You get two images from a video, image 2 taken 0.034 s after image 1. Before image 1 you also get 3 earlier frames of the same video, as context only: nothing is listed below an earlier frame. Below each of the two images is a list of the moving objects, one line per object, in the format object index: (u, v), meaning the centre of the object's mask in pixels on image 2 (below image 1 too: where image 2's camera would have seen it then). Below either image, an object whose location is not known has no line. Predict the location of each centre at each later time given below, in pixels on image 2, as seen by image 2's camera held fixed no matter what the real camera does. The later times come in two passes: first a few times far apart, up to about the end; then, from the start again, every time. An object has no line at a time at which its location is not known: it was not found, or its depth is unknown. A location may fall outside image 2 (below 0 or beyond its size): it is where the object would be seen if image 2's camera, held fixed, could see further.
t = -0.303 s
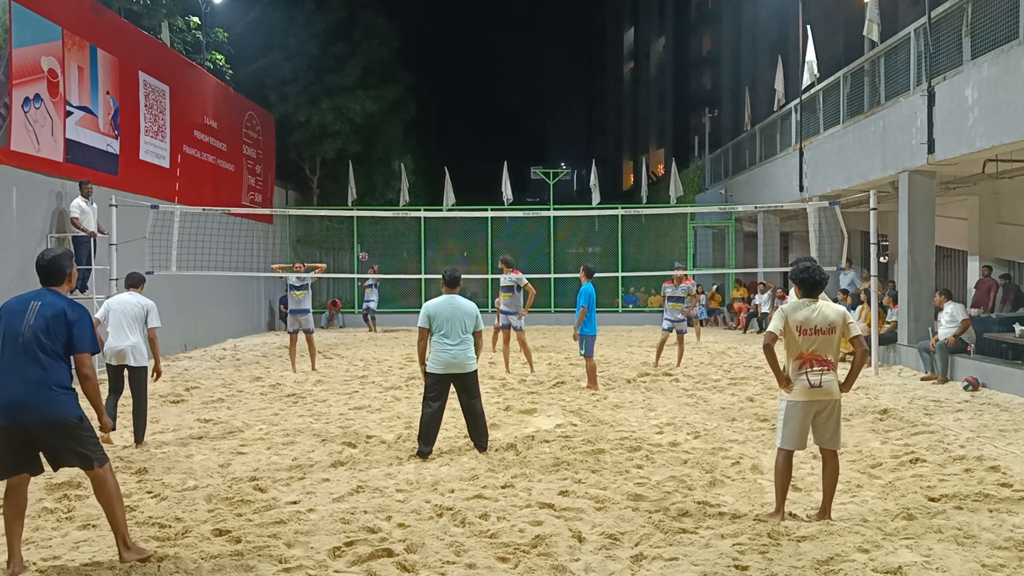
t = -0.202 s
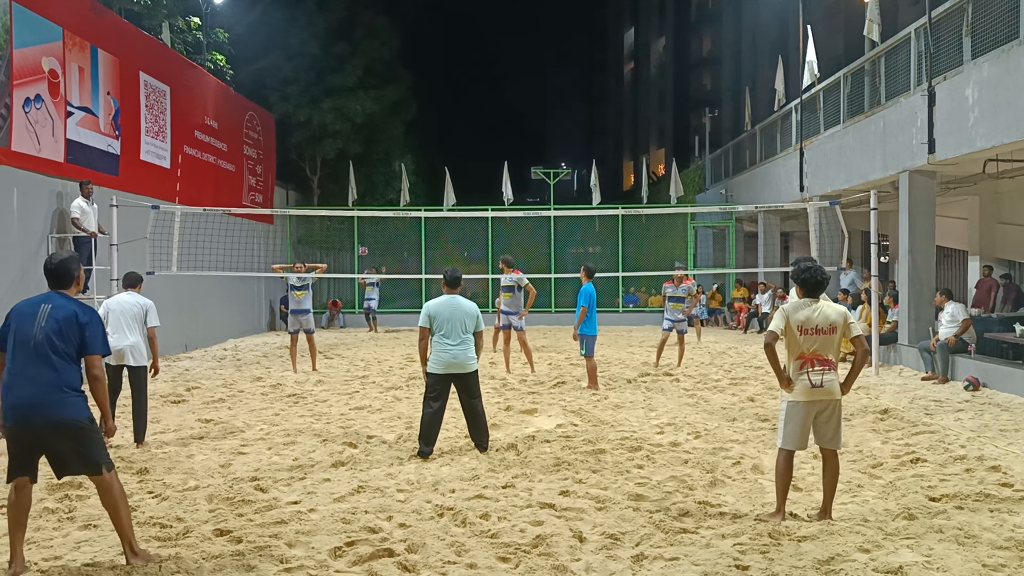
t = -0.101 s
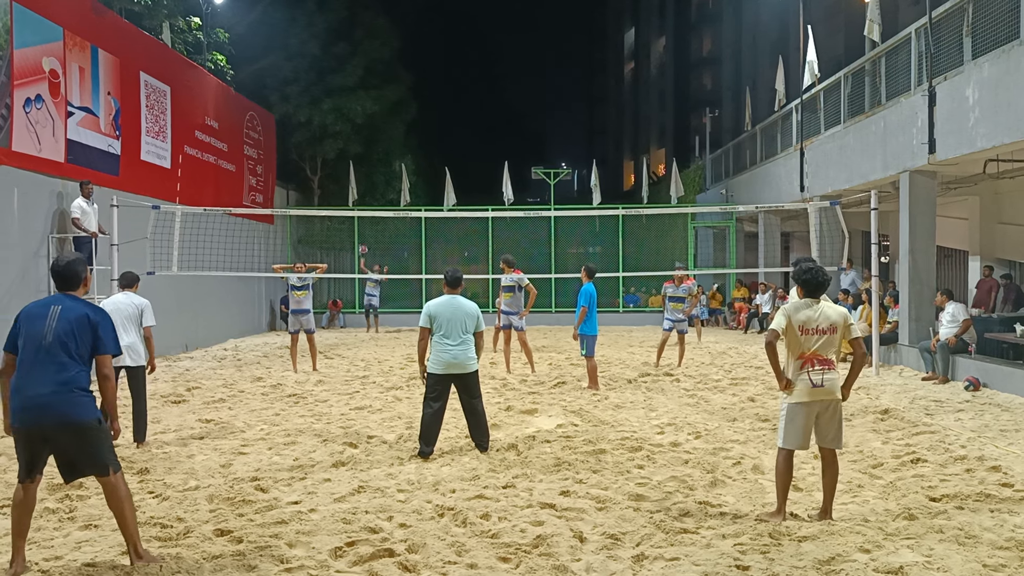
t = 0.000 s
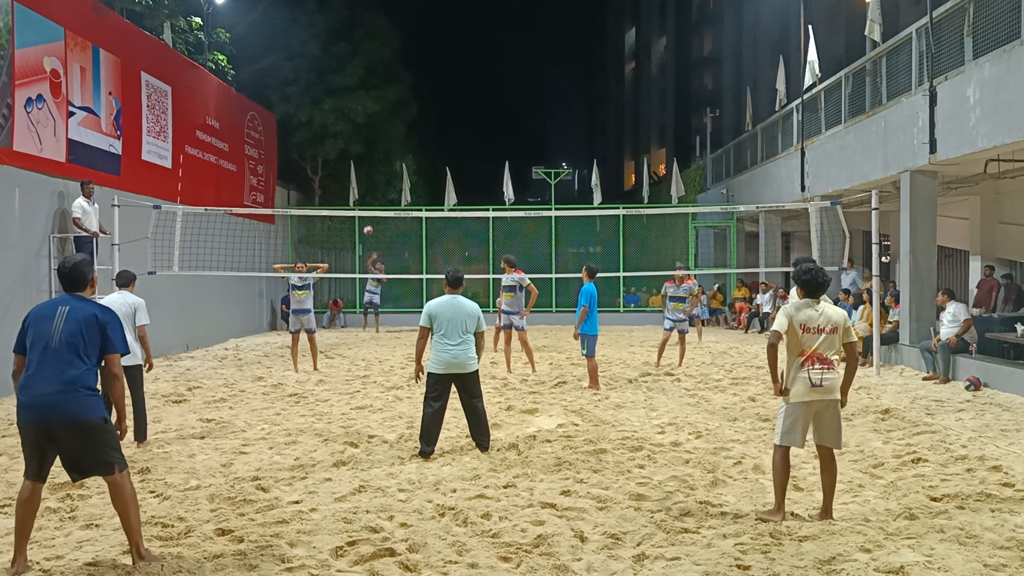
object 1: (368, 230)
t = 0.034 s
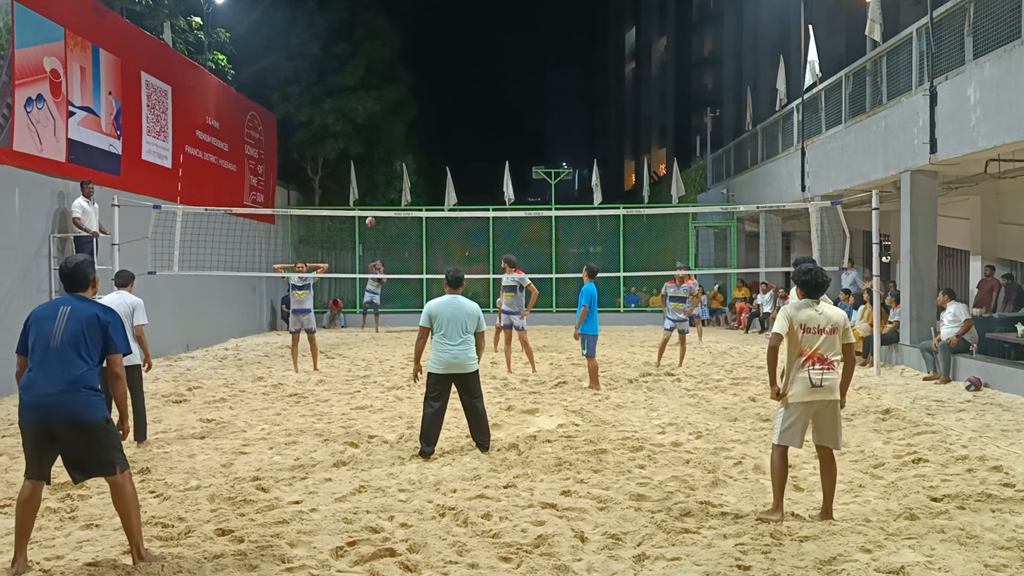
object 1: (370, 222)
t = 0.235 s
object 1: (384, 174)
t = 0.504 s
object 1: (410, 124)
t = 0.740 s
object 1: (442, 103)
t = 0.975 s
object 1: (489, 115)
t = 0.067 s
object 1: (372, 210)
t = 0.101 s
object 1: (375, 205)
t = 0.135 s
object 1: (377, 197)
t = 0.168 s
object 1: (379, 189)
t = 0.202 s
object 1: (381, 181)
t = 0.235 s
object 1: (384, 174)
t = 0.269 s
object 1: (387, 166)
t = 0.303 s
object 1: (390, 159)
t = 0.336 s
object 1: (393, 152)
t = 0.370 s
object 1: (396, 146)
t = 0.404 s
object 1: (399, 140)
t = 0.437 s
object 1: (403, 134)
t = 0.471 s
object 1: (406, 129)
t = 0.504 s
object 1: (410, 124)
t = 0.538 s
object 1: (414, 119)
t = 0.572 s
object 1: (418, 116)
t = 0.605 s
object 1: (422, 112)
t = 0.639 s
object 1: (427, 109)
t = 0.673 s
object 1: (432, 106)
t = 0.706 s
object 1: (437, 104)
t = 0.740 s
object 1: (442, 103)
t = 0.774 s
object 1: (448, 102)
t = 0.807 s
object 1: (454, 102)
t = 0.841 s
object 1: (460, 103)
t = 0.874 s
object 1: (467, 105)
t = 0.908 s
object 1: (474, 107)
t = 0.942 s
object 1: (481, 111)
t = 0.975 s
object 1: (489, 115)
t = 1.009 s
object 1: (497, 121)
